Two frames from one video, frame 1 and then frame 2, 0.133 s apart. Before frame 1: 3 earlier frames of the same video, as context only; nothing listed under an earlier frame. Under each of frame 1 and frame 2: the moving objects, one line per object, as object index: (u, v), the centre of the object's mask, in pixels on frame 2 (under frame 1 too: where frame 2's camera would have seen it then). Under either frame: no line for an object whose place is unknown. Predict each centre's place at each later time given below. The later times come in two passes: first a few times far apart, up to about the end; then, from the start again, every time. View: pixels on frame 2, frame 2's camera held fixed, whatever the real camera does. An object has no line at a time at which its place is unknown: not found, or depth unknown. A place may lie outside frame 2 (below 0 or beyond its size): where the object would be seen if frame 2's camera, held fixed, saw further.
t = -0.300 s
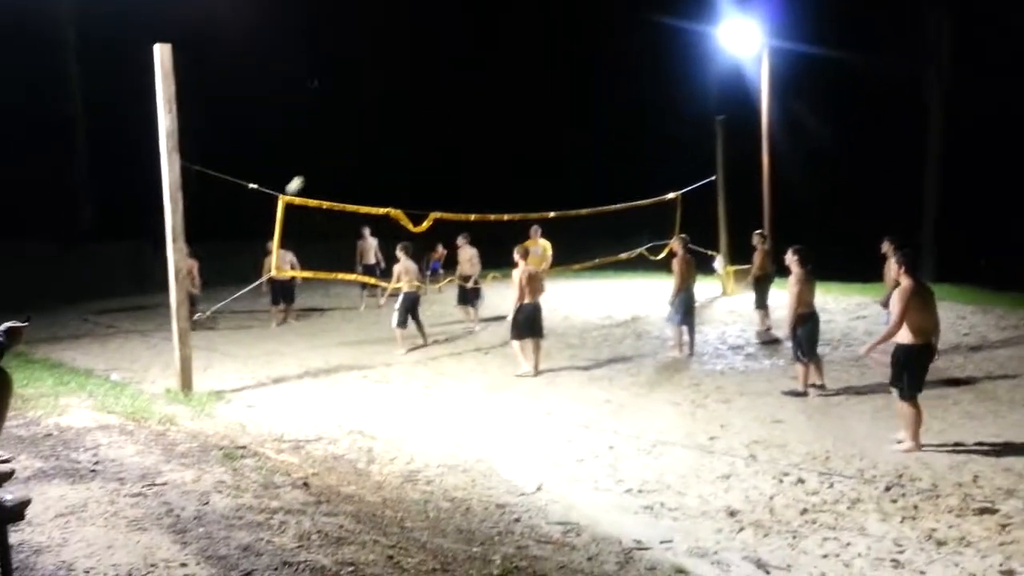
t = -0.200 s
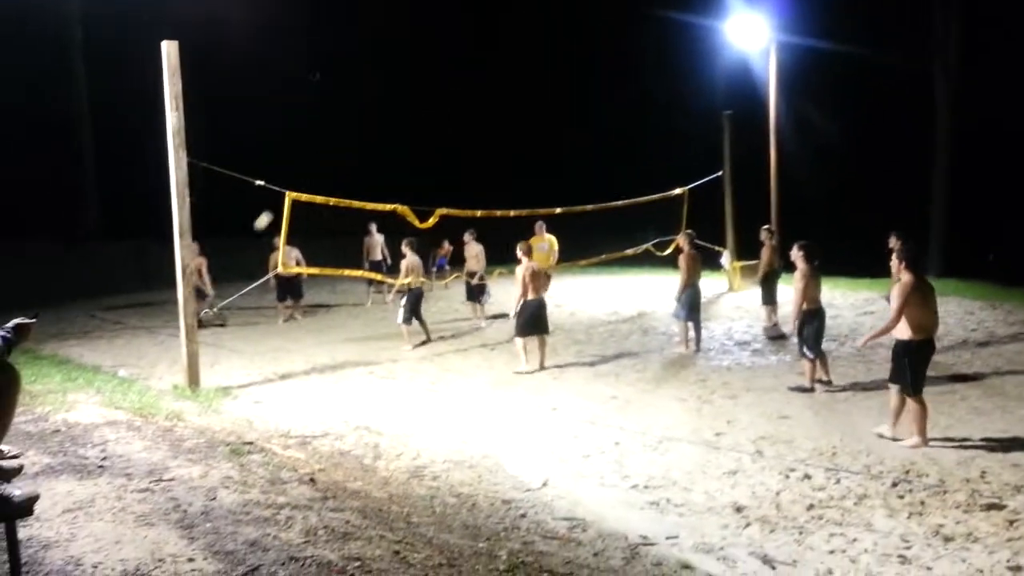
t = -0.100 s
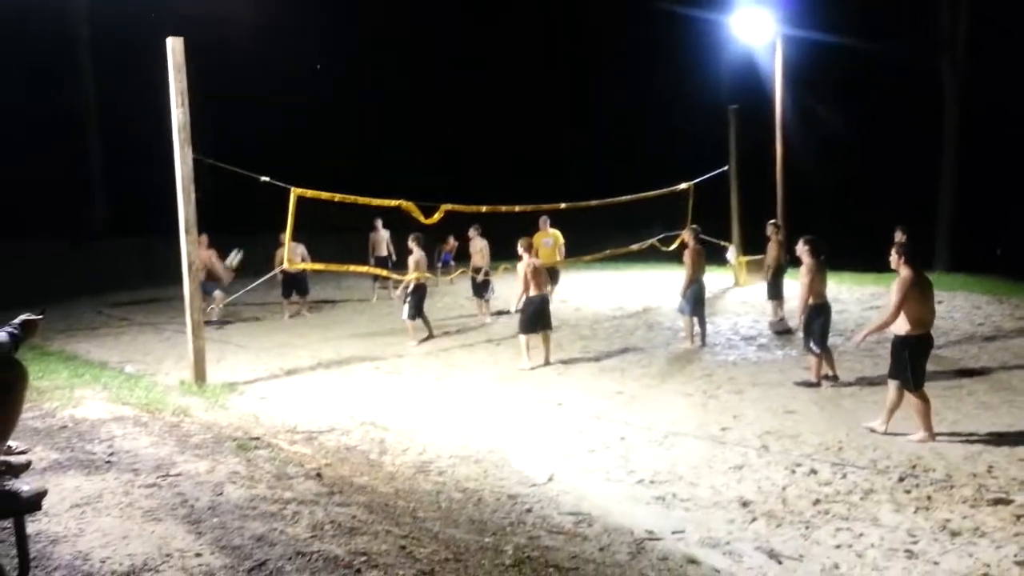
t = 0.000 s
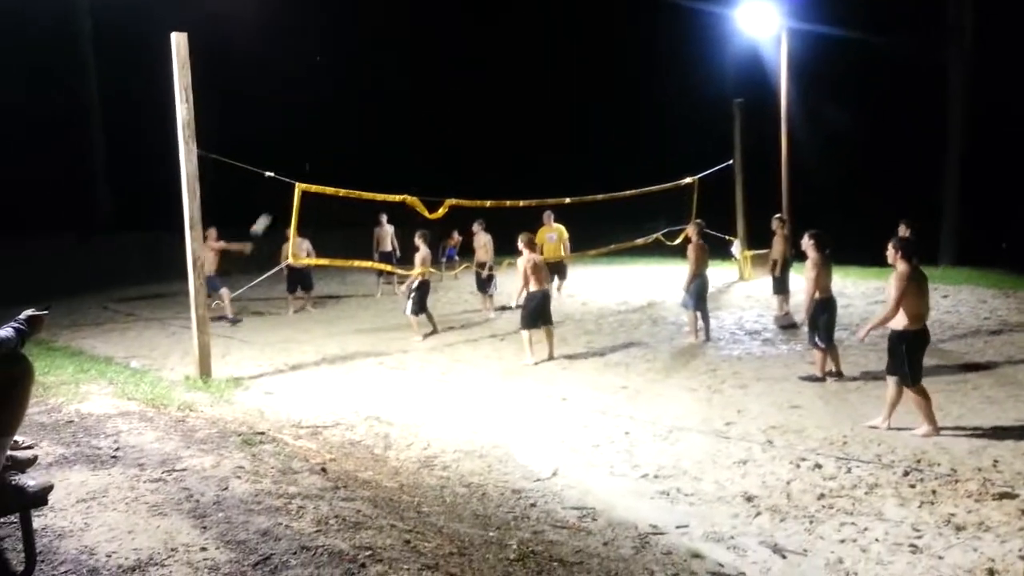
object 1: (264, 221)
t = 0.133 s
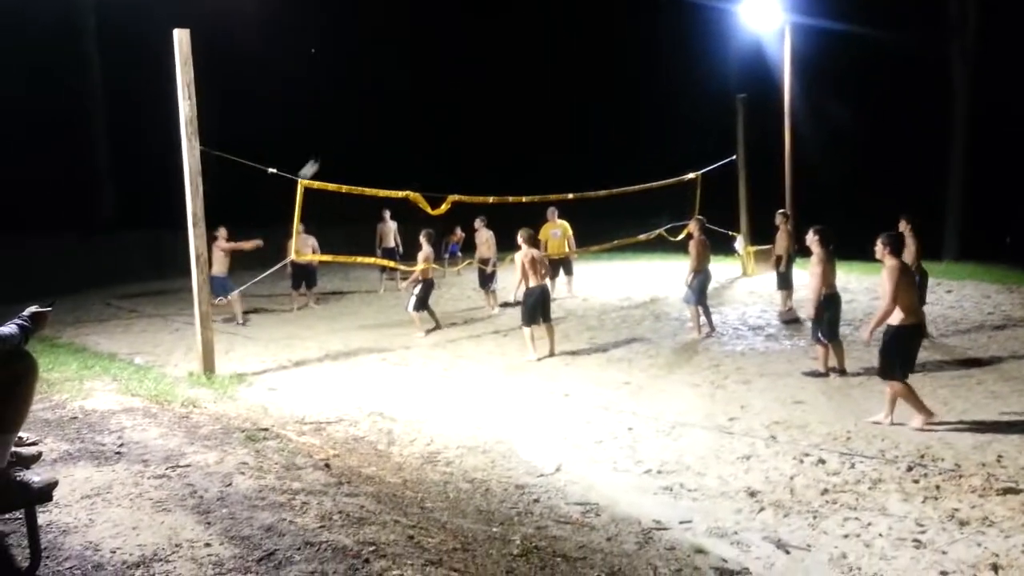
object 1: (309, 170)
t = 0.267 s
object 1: (354, 127)
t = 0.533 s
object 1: (451, 69)
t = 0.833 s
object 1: (561, 54)
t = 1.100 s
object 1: (655, 90)
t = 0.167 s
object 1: (319, 159)
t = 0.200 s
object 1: (331, 148)
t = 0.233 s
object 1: (343, 137)
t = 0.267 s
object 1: (354, 127)
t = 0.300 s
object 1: (366, 118)
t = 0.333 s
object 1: (378, 109)
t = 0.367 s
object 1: (391, 101)
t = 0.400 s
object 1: (402, 93)
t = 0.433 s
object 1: (414, 86)
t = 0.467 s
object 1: (427, 79)
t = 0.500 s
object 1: (439, 73)
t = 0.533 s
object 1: (451, 69)
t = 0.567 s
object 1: (463, 65)
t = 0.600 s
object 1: (475, 60)
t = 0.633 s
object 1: (488, 56)
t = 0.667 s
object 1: (501, 53)
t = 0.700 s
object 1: (513, 52)
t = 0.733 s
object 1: (525, 52)
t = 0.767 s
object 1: (537, 51)
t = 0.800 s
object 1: (549, 52)
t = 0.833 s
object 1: (561, 54)
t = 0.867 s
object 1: (573, 56)
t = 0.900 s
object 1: (584, 59)
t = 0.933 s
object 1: (595, 62)
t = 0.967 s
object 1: (608, 67)
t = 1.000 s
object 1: (619, 72)
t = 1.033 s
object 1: (632, 77)
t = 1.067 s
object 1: (644, 83)
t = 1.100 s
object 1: (655, 90)
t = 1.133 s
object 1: (666, 97)
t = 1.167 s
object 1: (677, 104)
